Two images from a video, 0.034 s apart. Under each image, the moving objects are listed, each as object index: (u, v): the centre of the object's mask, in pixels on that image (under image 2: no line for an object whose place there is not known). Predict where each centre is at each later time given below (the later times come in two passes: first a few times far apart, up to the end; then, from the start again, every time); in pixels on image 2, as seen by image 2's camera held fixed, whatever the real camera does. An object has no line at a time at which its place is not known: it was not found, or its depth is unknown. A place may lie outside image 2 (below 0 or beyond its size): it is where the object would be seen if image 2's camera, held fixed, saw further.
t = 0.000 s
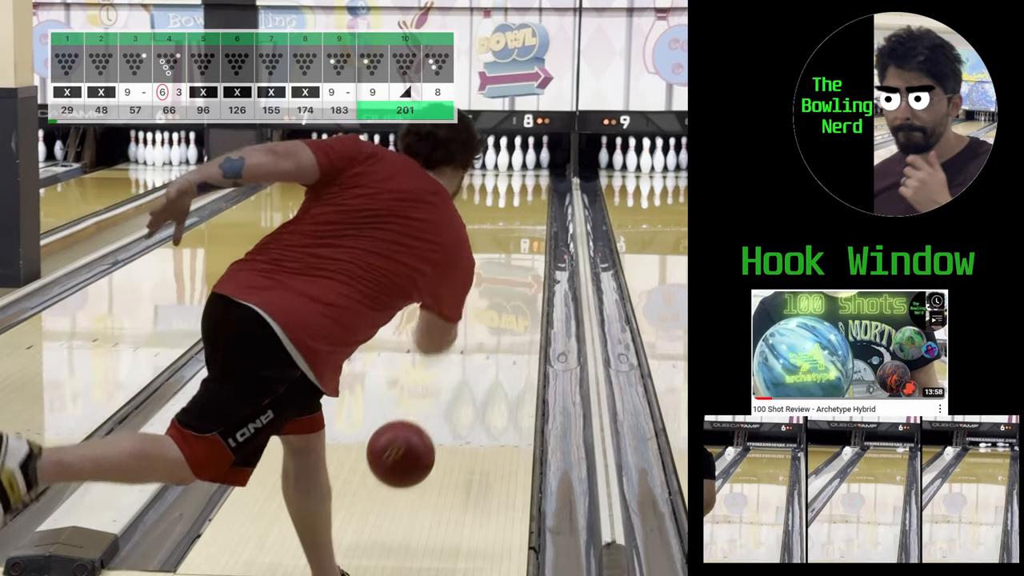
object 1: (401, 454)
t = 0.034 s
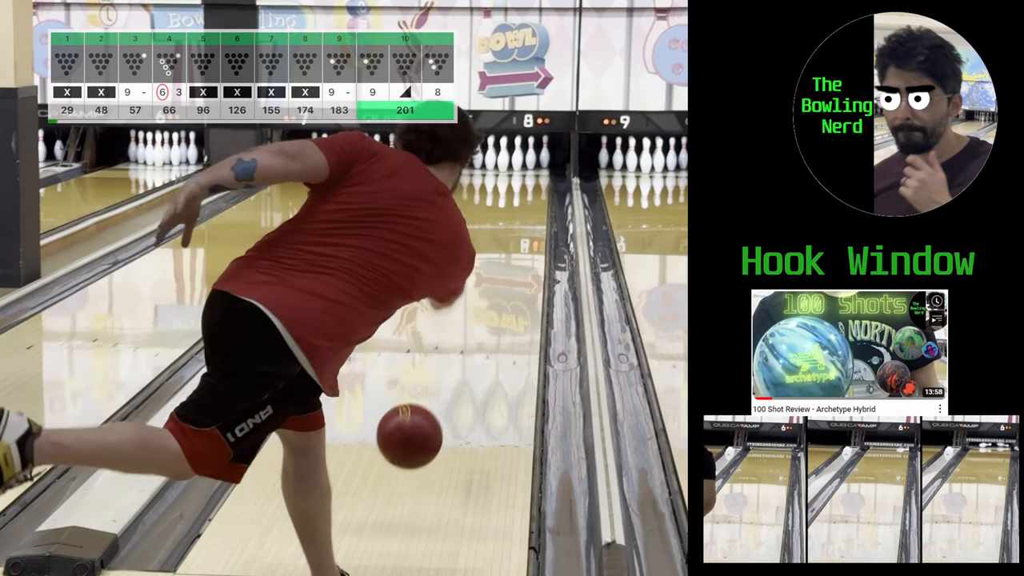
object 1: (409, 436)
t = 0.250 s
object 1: (450, 411)
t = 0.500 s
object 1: (481, 341)
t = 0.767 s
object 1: (502, 291)
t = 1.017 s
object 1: (516, 256)
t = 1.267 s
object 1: (524, 230)
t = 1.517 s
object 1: (528, 210)
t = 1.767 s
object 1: (528, 194)
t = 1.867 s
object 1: (527, 188)
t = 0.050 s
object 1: (413, 429)
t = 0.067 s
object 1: (417, 423)
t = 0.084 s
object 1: (421, 417)
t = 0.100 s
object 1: (424, 413)
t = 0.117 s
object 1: (428, 410)
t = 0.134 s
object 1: (431, 408)
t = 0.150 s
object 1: (434, 406)
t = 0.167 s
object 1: (437, 405)
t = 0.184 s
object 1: (440, 405)
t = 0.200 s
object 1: (443, 406)
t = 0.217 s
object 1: (446, 407)
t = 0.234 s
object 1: (448, 409)
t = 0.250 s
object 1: (450, 411)
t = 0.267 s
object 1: (453, 404)
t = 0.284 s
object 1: (455, 398)
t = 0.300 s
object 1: (457, 393)
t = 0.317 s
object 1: (460, 388)
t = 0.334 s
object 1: (462, 384)
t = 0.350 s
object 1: (464, 380)
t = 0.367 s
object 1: (466, 375)
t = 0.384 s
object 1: (468, 370)
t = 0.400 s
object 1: (470, 366)
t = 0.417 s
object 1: (472, 361)
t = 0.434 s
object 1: (474, 357)
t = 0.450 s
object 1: (476, 353)
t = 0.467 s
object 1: (478, 349)
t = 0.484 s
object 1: (479, 345)
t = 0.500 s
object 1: (481, 341)
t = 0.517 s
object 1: (483, 337)
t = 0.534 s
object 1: (484, 334)
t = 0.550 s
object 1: (486, 330)
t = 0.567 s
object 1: (487, 327)
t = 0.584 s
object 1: (489, 323)
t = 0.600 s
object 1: (490, 320)
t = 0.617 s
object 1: (491, 317)
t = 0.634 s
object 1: (493, 314)
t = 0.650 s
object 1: (494, 311)
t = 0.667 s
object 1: (495, 308)
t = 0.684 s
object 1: (497, 305)
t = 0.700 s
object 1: (498, 302)
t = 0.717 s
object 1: (499, 299)
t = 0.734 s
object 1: (500, 296)
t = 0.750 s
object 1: (501, 293)
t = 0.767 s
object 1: (502, 291)
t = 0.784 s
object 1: (503, 288)
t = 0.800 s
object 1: (504, 286)
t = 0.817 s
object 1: (506, 283)
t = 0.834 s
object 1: (507, 281)
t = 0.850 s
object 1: (507, 278)
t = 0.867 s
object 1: (508, 276)
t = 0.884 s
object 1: (509, 274)
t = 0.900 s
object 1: (510, 271)
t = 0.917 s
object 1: (511, 269)
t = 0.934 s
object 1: (512, 267)
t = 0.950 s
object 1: (513, 265)
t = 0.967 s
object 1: (513, 262)
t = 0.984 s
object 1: (514, 260)
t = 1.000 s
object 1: (515, 259)
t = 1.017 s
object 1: (516, 256)
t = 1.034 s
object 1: (516, 254)
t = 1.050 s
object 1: (517, 252)
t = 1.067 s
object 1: (518, 250)
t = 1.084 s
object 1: (518, 249)
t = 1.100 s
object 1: (519, 247)
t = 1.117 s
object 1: (519, 245)
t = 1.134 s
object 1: (520, 243)
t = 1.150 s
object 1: (521, 241)
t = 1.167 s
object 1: (521, 240)
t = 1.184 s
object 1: (522, 238)
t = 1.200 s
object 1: (522, 236)
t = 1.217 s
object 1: (523, 235)
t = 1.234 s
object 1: (523, 234)
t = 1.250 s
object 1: (523, 232)
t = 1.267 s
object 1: (524, 230)
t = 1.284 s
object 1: (525, 229)
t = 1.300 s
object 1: (525, 227)
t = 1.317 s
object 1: (525, 226)
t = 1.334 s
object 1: (526, 224)
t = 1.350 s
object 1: (526, 223)
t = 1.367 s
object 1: (526, 221)
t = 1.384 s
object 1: (526, 221)
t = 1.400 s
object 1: (527, 219)
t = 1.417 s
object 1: (527, 218)
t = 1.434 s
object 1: (527, 216)
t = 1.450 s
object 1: (527, 215)
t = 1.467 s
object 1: (528, 214)
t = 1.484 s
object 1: (528, 212)
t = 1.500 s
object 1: (528, 211)
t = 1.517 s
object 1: (528, 210)
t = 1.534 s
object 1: (528, 209)
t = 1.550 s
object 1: (528, 208)
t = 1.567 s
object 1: (528, 207)
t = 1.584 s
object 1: (529, 205)
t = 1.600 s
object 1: (529, 204)
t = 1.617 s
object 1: (528, 203)
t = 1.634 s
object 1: (528, 202)
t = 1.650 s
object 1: (529, 201)
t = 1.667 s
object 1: (529, 200)
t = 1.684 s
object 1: (529, 199)
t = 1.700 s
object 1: (528, 198)
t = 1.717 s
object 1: (528, 197)
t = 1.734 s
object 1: (528, 196)
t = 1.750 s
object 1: (528, 195)
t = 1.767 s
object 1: (528, 194)
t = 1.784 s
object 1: (528, 193)
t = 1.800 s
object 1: (528, 192)
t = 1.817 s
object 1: (528, 191)
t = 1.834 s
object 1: (527, 190)
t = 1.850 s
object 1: (527, 189)
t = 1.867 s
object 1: (527, 188)
